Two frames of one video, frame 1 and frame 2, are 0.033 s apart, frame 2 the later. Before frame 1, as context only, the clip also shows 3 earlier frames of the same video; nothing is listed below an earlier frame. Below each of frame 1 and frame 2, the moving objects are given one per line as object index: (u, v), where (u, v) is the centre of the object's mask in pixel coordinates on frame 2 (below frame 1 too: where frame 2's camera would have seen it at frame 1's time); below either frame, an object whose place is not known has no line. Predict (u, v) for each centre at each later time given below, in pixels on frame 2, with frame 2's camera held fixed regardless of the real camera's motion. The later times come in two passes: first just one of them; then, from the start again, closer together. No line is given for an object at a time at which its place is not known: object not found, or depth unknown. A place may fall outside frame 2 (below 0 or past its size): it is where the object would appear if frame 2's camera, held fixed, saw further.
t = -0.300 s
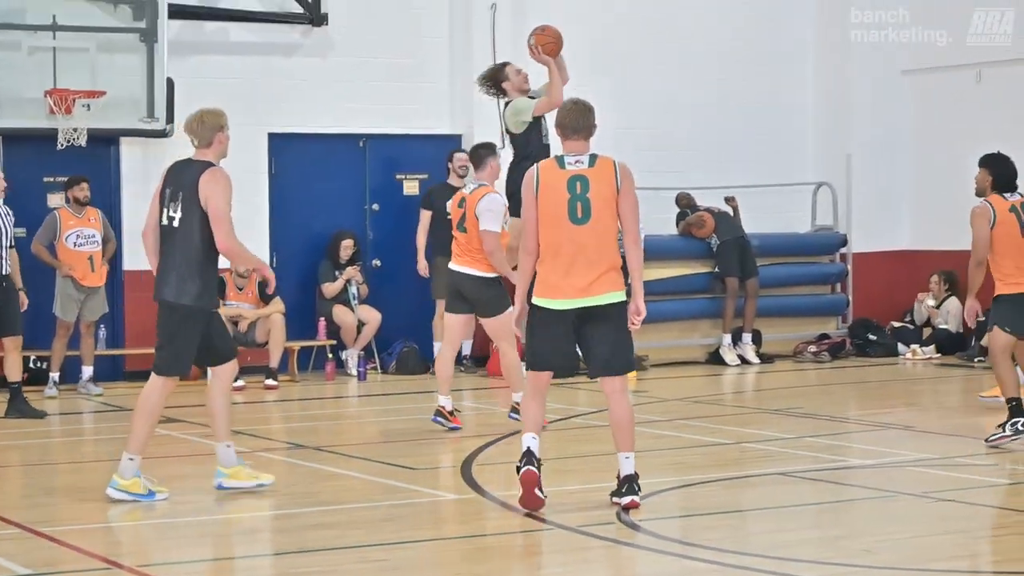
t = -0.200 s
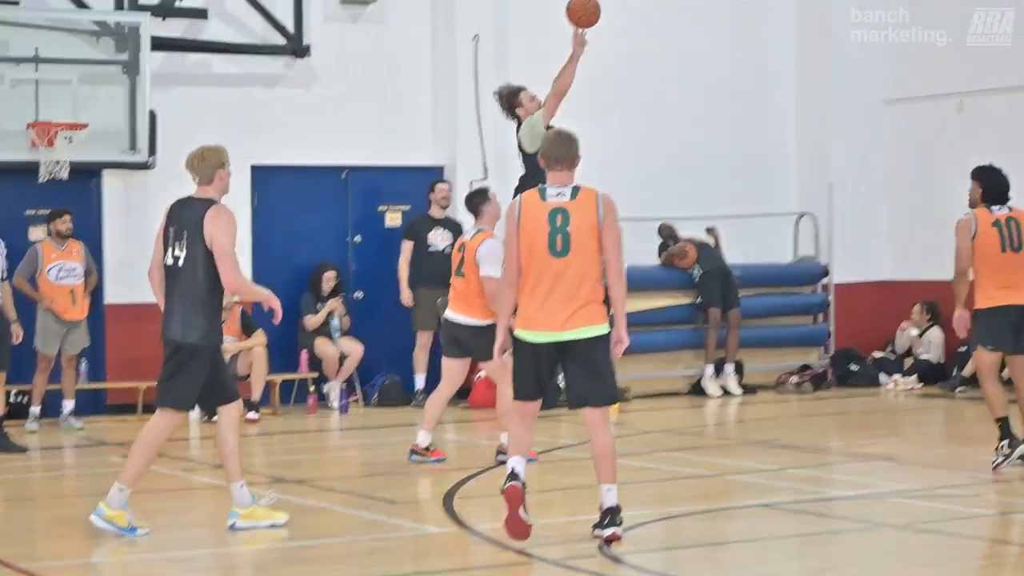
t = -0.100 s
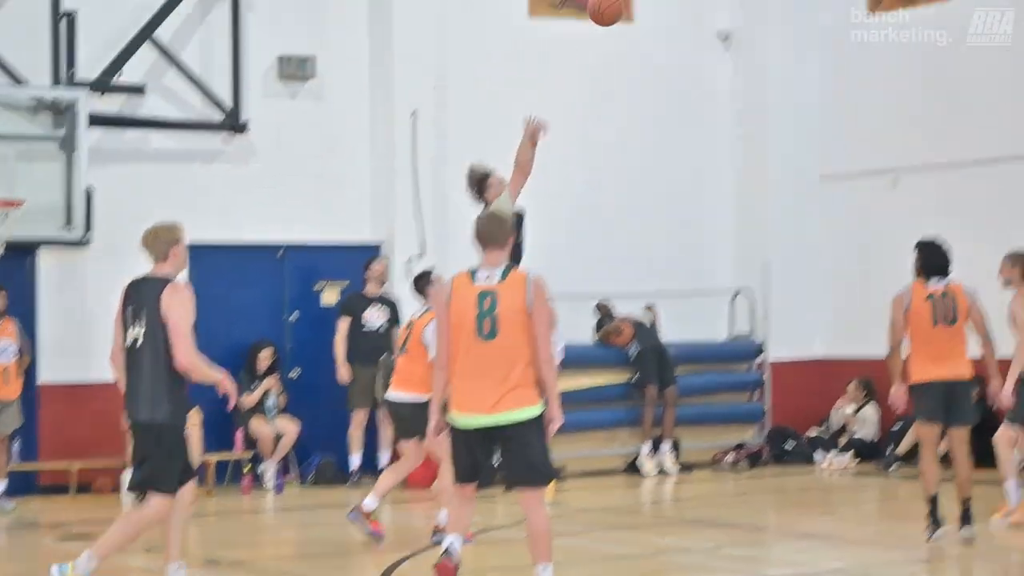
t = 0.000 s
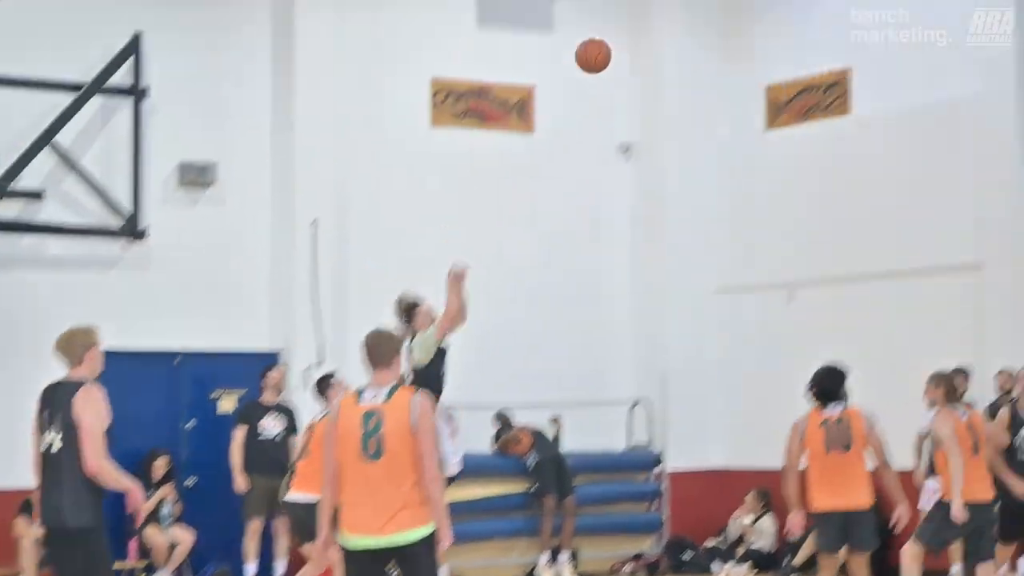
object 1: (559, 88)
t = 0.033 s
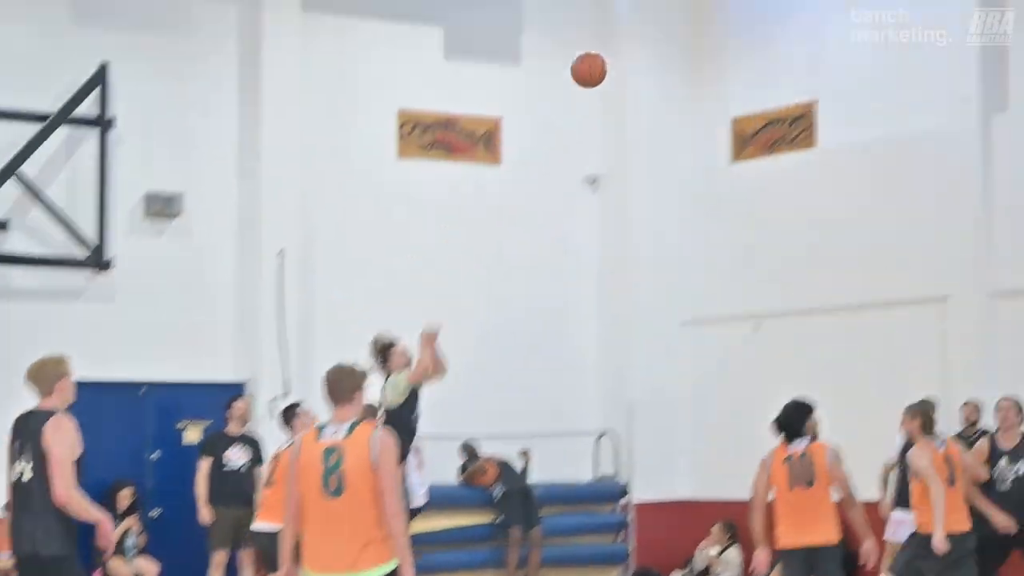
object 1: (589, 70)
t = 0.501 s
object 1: (1009, -20)
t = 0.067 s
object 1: (619, 52)
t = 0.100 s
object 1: (649, 35)
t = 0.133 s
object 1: (676, 23)
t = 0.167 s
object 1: (703, 12)
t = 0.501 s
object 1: (1009, -20)
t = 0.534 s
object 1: (1042, -14)
